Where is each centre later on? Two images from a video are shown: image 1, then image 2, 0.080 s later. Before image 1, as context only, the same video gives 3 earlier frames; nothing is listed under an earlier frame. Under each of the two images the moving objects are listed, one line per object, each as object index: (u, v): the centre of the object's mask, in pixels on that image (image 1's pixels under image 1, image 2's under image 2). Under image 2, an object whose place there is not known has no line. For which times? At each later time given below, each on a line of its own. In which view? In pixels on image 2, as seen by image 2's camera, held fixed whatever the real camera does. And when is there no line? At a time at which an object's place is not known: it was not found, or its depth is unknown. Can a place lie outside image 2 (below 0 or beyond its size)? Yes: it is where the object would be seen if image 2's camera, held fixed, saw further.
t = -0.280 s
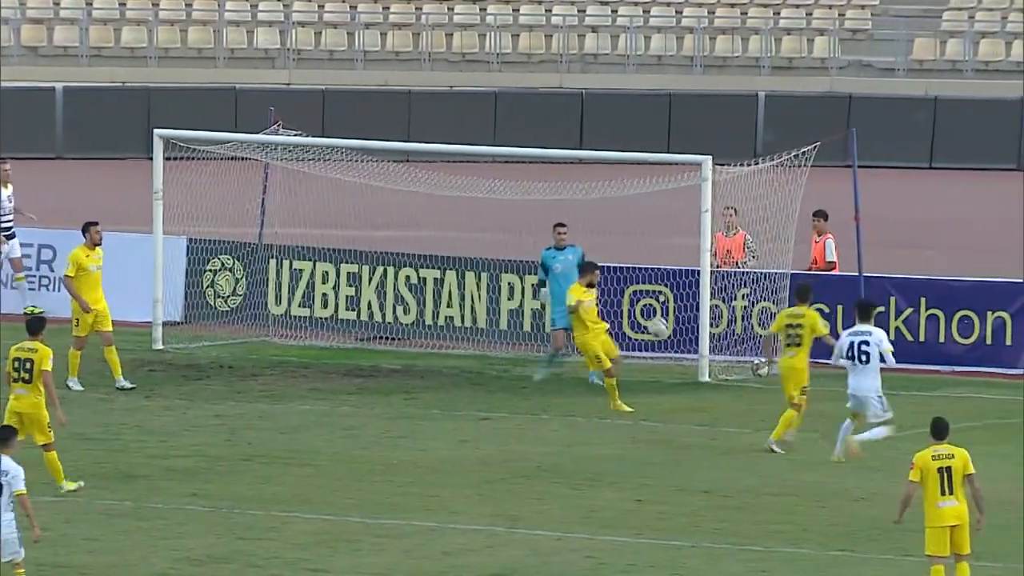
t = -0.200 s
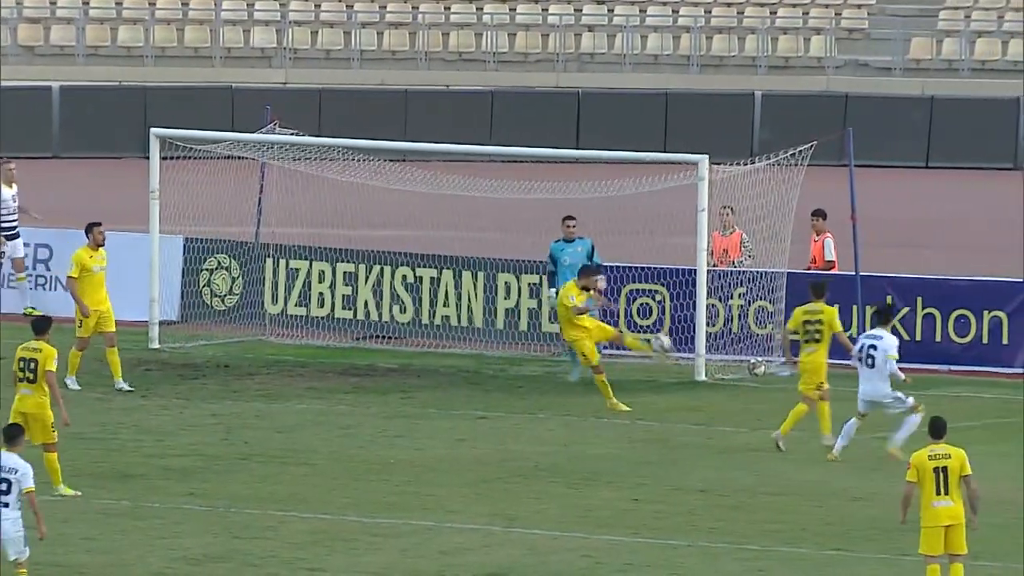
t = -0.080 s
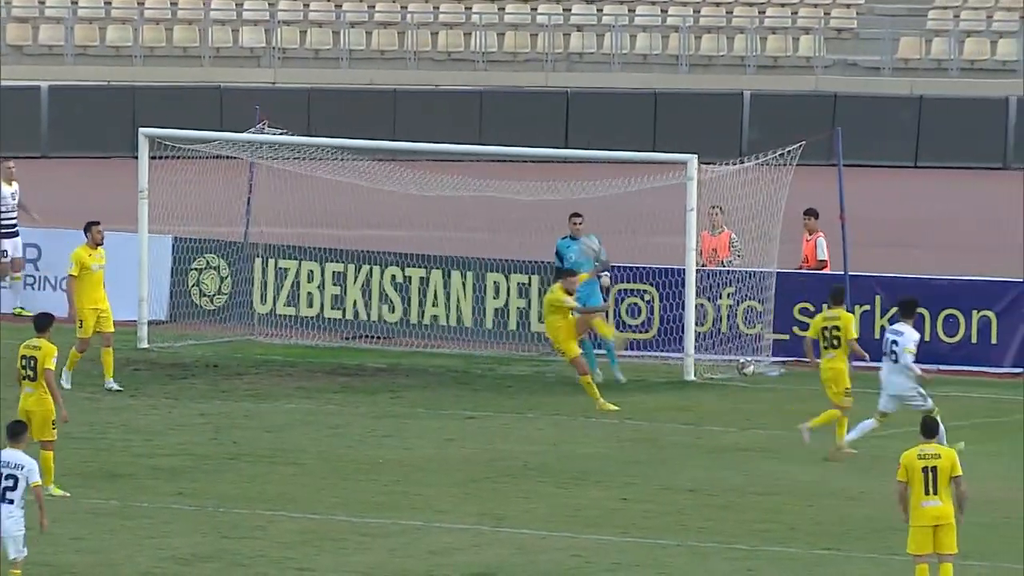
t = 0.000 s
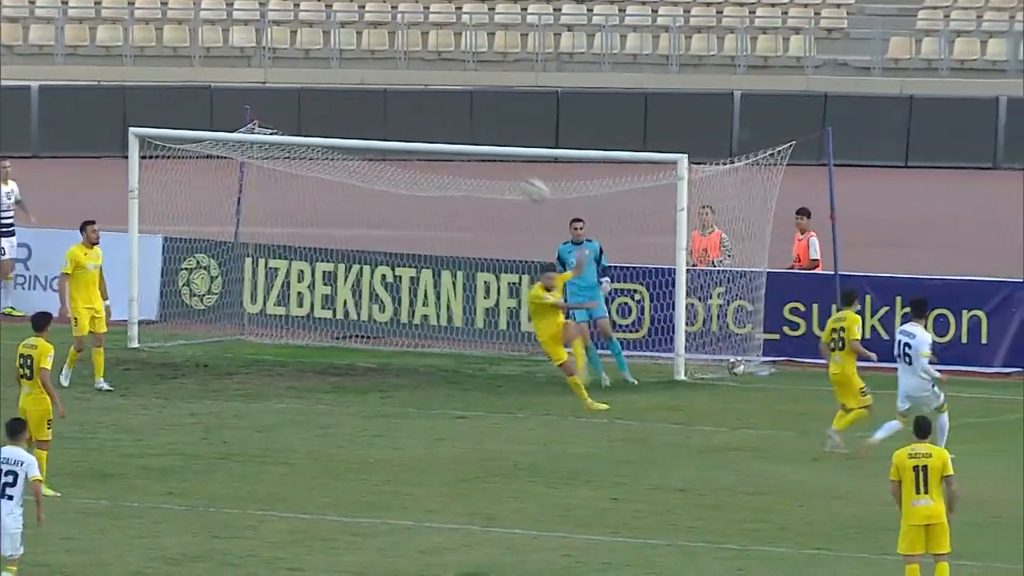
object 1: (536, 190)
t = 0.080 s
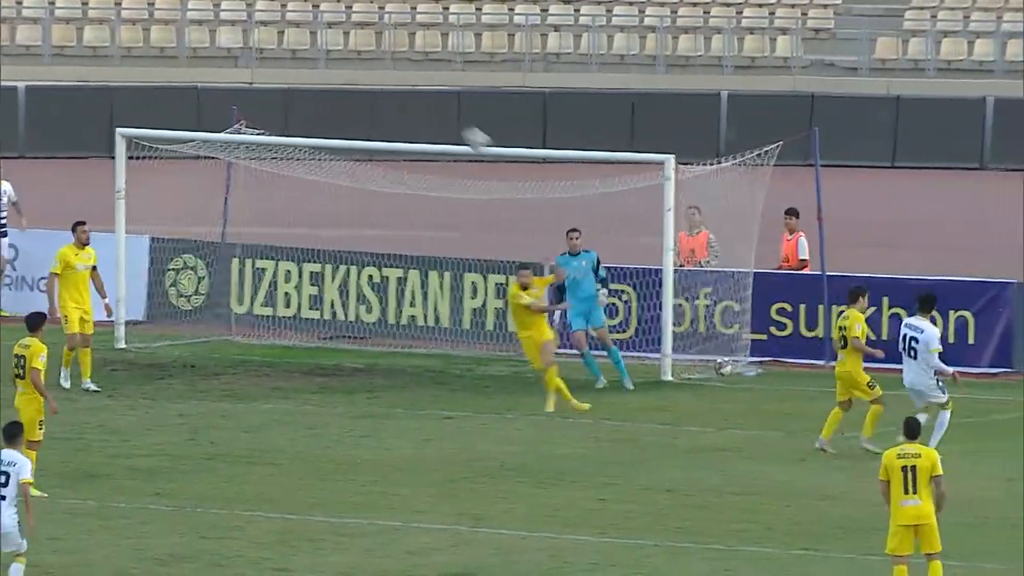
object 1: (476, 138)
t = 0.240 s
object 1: (380, 63)
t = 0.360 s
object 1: (305, 30)
